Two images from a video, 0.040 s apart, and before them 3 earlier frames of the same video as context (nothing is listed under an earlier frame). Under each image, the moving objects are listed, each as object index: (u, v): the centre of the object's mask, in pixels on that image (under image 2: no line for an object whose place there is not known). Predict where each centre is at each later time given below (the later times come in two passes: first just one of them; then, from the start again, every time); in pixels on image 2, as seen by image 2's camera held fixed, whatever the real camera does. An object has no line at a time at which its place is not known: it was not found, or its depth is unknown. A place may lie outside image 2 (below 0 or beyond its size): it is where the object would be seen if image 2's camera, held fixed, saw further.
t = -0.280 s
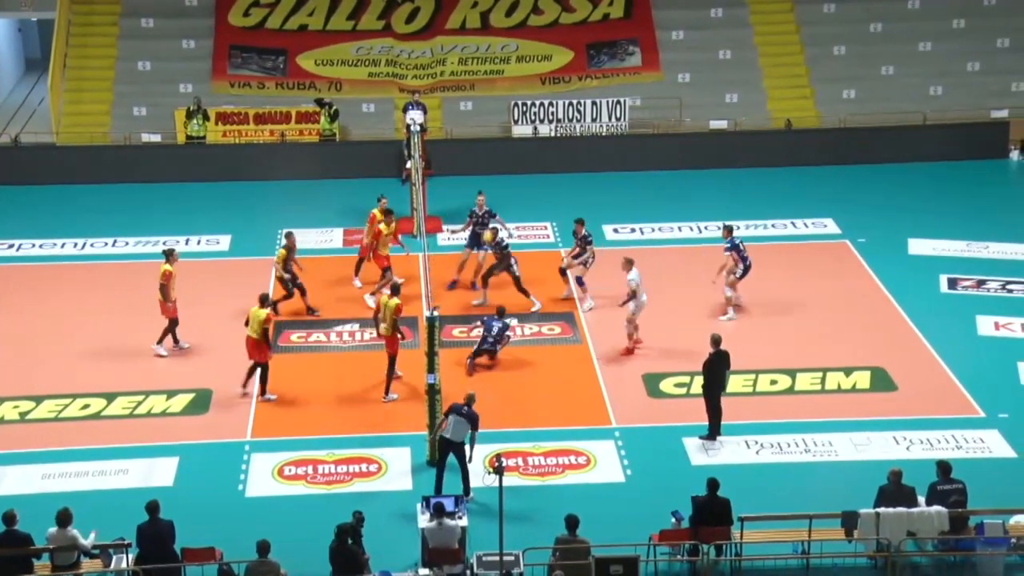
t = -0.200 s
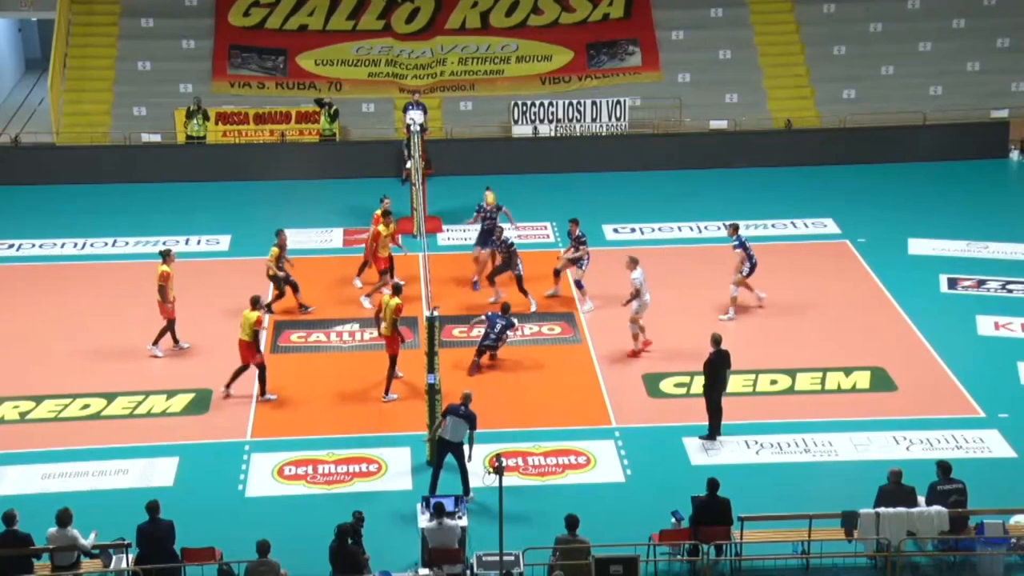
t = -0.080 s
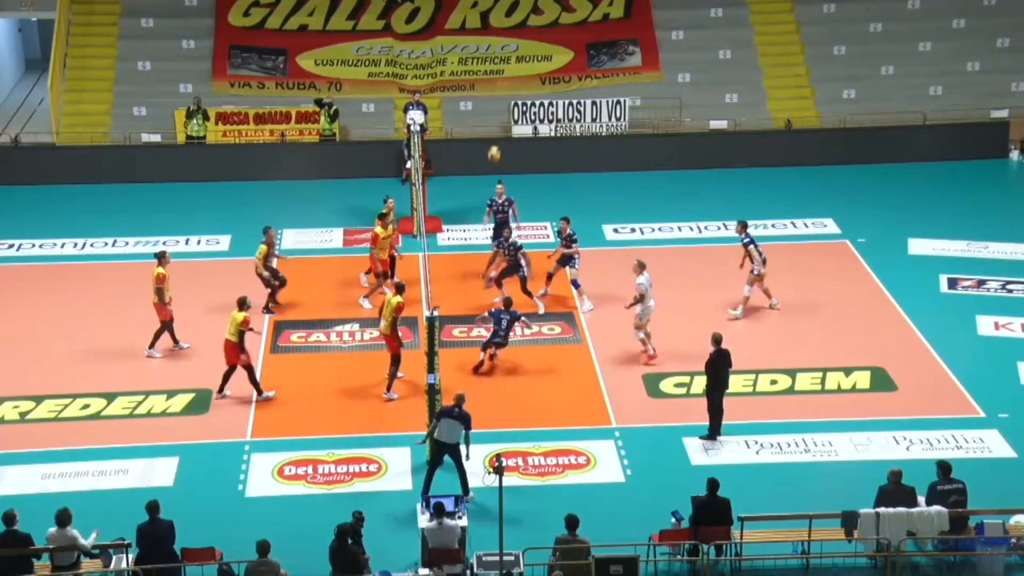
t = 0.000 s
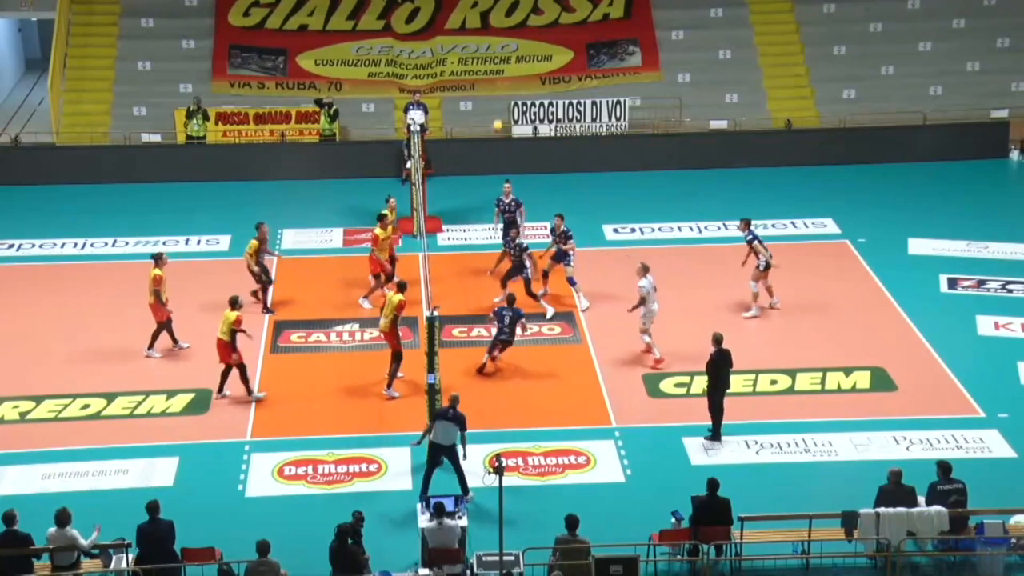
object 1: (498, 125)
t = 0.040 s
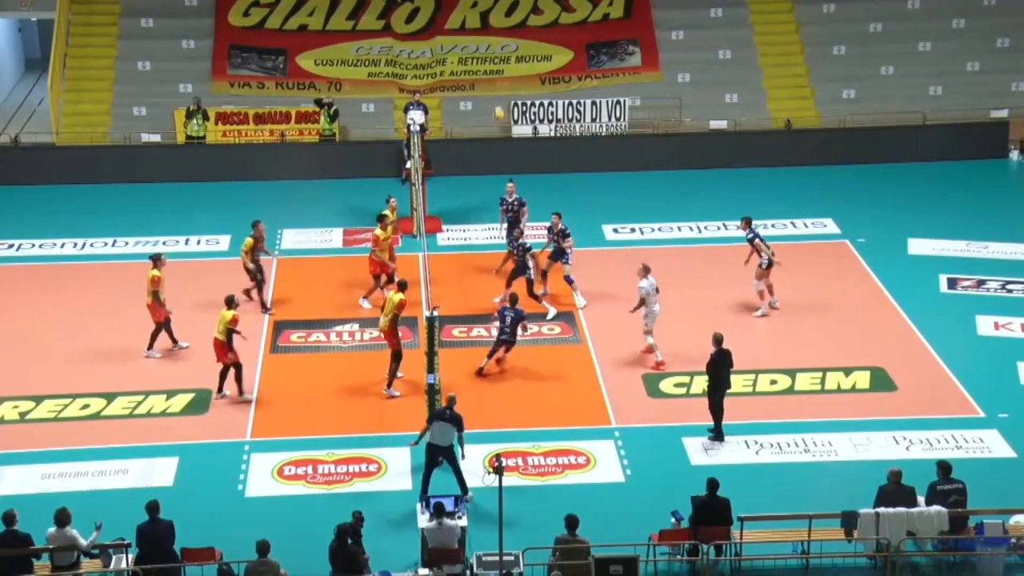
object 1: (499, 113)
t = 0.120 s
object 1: (501, 91)
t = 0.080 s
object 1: (500, 101)
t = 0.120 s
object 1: (501, 91)
